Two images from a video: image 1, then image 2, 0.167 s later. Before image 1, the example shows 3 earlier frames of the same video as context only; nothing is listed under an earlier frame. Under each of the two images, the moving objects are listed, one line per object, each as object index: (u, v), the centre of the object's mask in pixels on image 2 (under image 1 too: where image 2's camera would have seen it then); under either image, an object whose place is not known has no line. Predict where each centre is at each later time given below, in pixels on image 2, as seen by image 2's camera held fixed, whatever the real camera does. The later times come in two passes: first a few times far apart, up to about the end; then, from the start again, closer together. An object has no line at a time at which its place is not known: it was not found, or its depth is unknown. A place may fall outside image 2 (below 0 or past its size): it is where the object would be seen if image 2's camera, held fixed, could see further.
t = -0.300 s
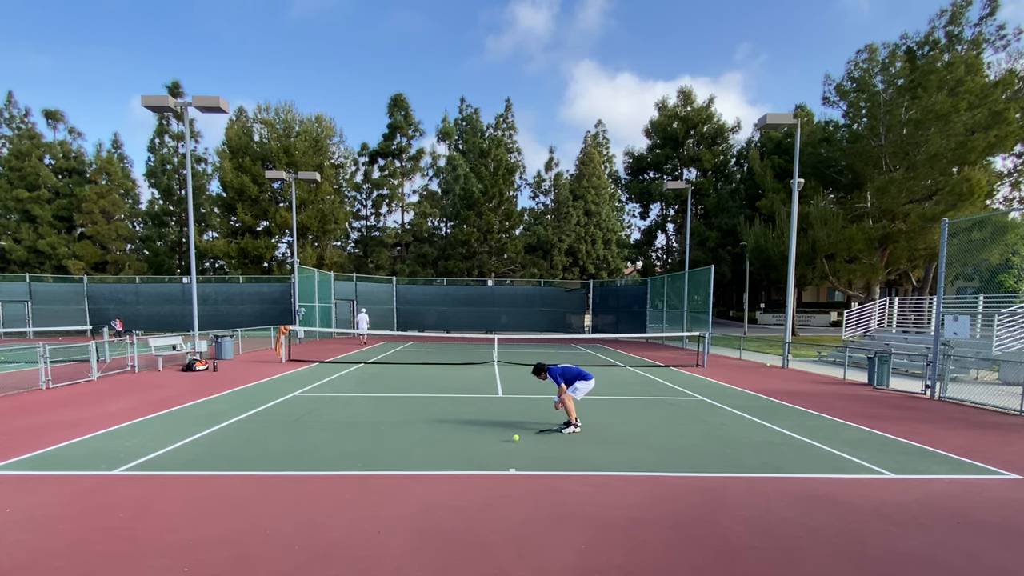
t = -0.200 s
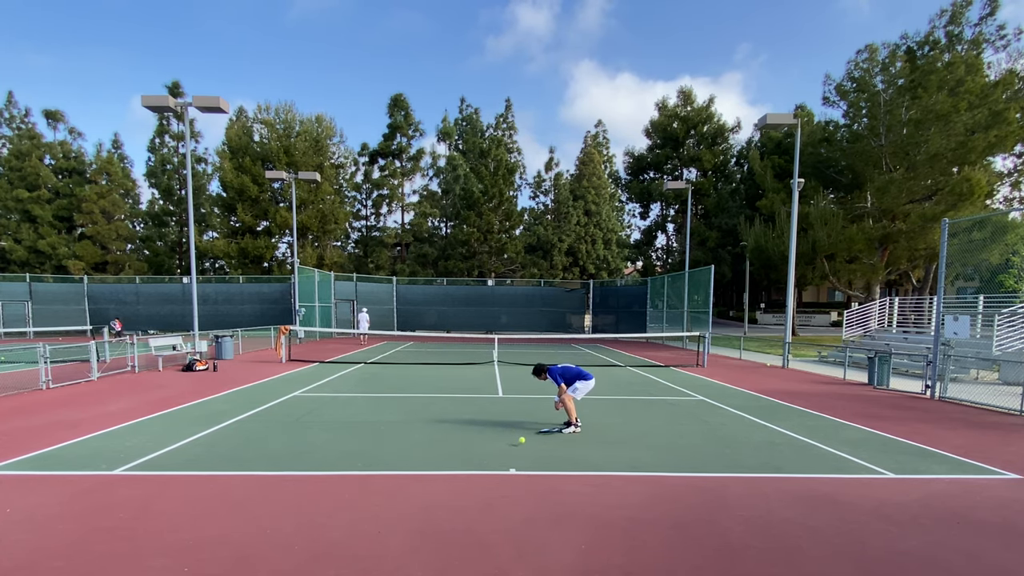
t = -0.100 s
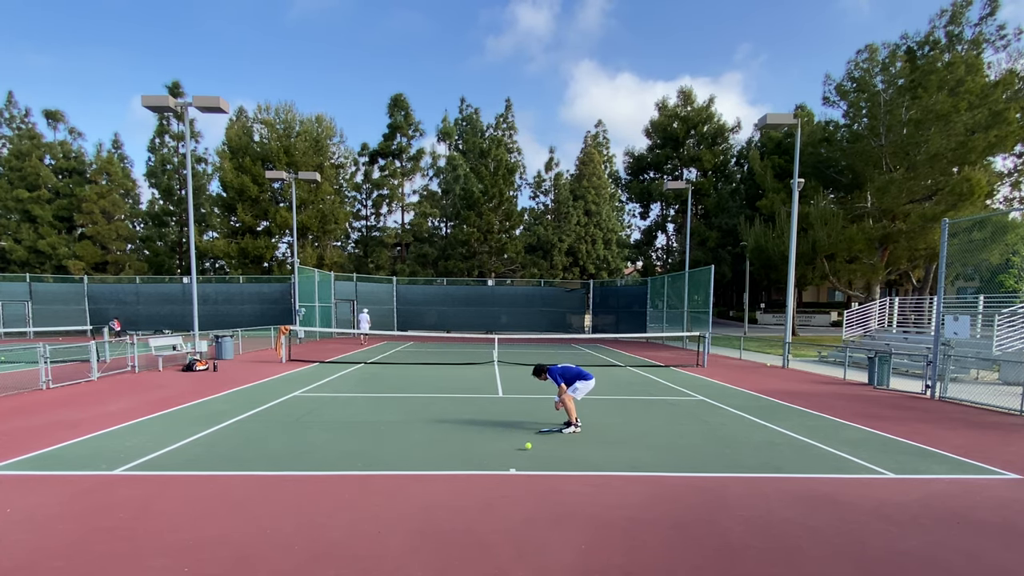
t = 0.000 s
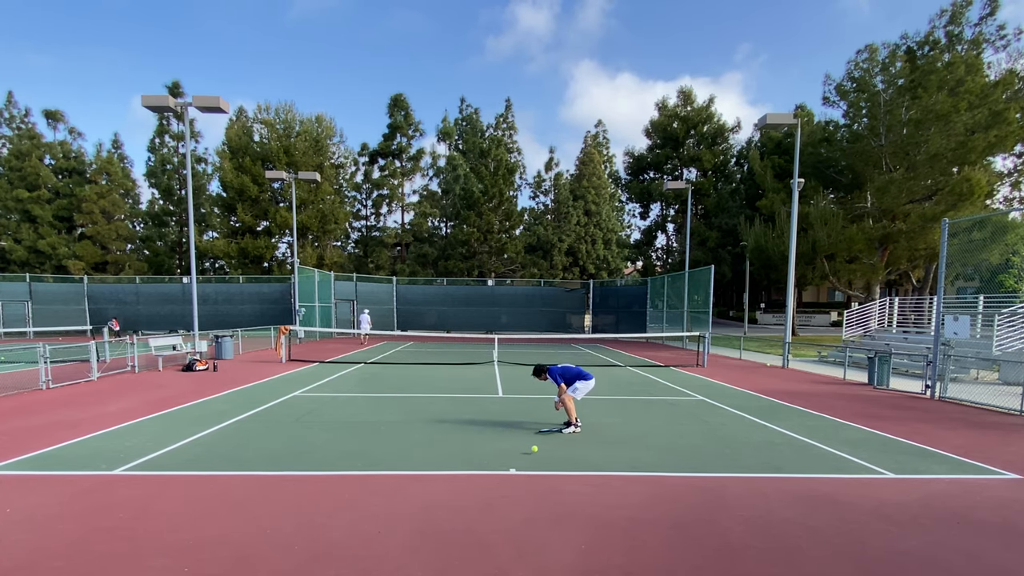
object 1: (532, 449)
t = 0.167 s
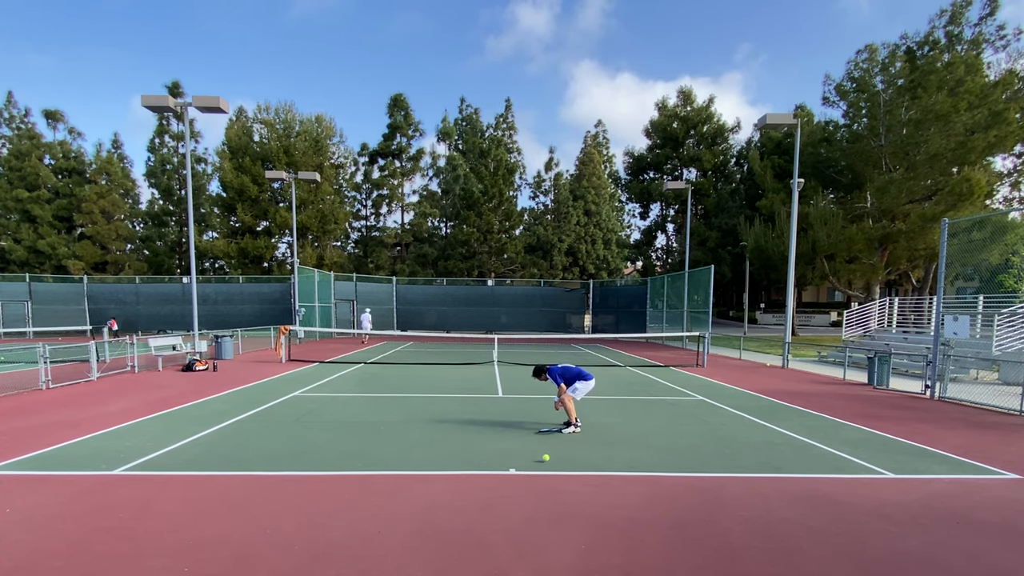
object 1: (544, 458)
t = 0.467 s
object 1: (569, 474)
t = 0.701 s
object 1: (591, 489)
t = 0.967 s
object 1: (622, 508)
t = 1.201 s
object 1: (655, 526)
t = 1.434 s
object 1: (693, 548)
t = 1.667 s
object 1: (738, 571)
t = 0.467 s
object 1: (569, 474)
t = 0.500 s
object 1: (572, 477)
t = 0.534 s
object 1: (575, 478)
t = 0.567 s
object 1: (578, 480)
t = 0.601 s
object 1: (581, 483)
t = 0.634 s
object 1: (584, 485)
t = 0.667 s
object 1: (588, 487)
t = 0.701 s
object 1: (591, 489)
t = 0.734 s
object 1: (595, 492)
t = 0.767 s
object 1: (598, 494)
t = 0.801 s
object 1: (602, 496)
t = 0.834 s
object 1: (606, 498)
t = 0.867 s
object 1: (610, 501)
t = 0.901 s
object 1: (614, 503)
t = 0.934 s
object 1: (618, 505)
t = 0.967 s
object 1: (622, 508)
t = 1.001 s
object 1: (626, 510)
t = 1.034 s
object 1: (631, 513)
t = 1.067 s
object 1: (635, 515)
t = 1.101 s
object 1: (640, 518)
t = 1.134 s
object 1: (645, 520)
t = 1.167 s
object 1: (649, 524)
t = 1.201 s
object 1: (655, 526)
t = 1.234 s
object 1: (660, 529)
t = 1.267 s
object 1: (664, 532)
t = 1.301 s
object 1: (671, 535)
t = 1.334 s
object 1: (676, 538)
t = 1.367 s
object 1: (682, 541)
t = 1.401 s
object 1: (687, 544)
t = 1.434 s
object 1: (693, 548)
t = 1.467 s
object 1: (699, 551)
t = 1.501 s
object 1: (705, 554)
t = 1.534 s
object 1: (712, 558)
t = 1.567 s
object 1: (718, 561)
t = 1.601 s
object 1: (725, 565)
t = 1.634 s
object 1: (731, 568)
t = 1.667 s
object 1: (738, 571)
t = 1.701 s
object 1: (745, 572)
